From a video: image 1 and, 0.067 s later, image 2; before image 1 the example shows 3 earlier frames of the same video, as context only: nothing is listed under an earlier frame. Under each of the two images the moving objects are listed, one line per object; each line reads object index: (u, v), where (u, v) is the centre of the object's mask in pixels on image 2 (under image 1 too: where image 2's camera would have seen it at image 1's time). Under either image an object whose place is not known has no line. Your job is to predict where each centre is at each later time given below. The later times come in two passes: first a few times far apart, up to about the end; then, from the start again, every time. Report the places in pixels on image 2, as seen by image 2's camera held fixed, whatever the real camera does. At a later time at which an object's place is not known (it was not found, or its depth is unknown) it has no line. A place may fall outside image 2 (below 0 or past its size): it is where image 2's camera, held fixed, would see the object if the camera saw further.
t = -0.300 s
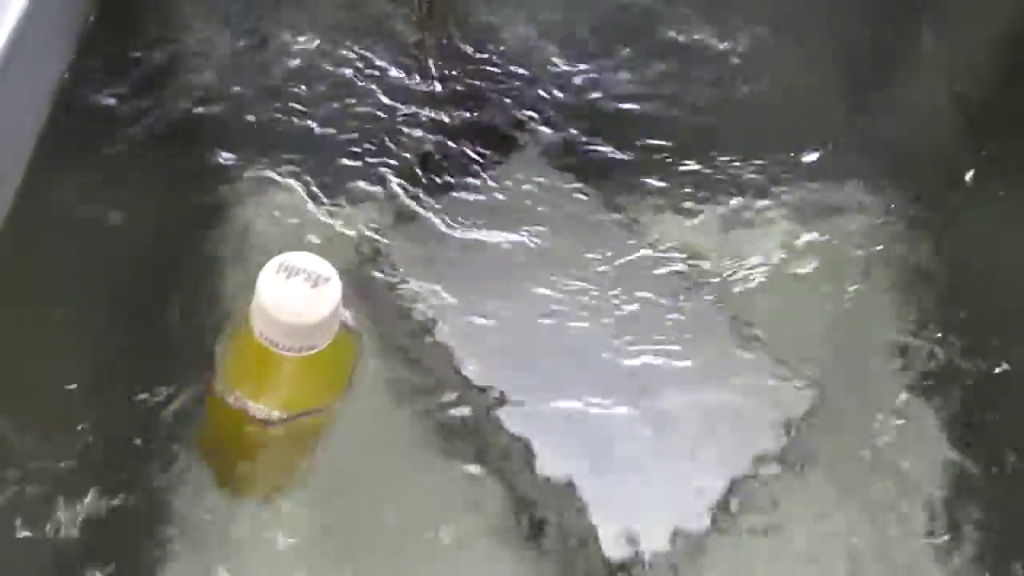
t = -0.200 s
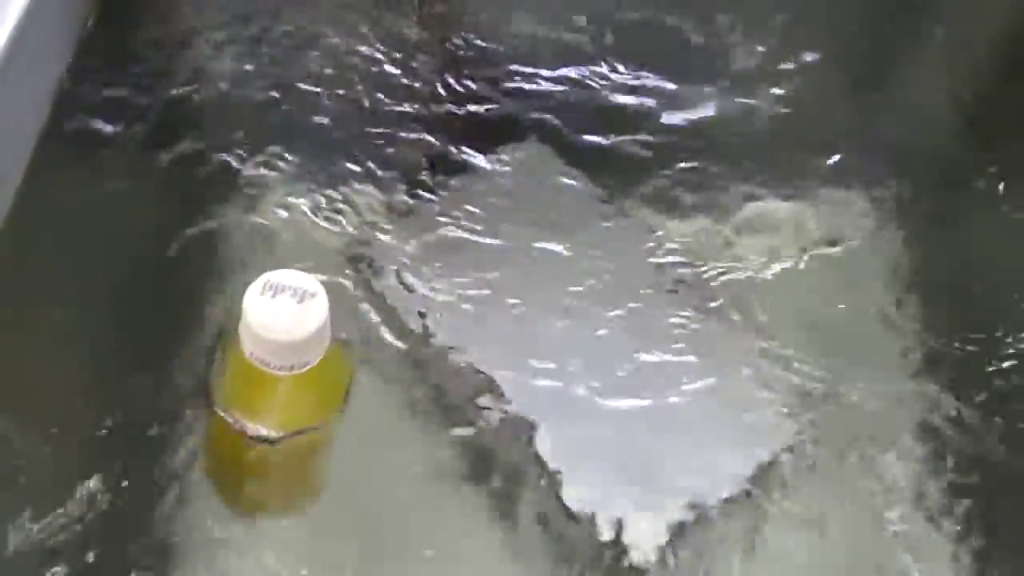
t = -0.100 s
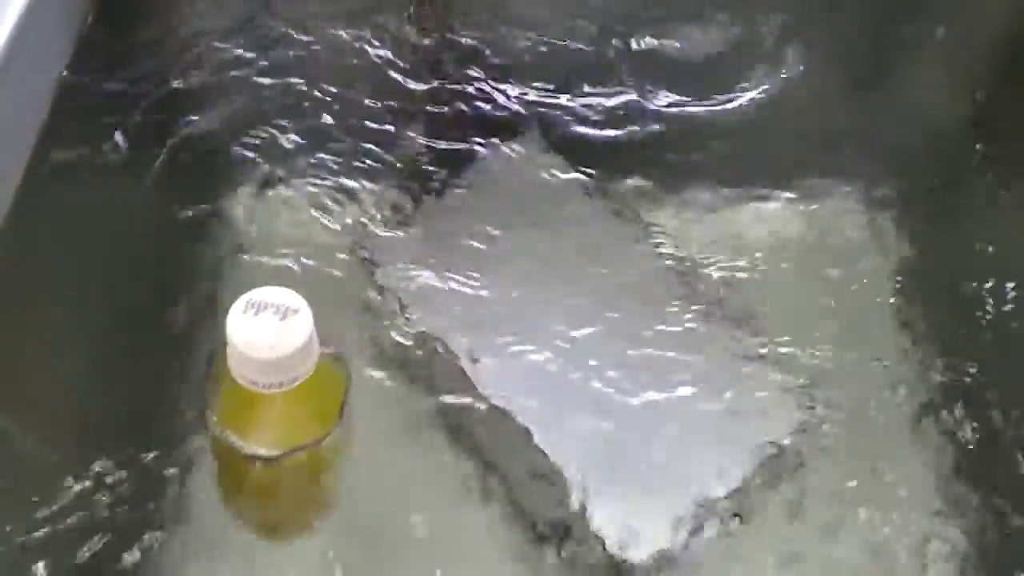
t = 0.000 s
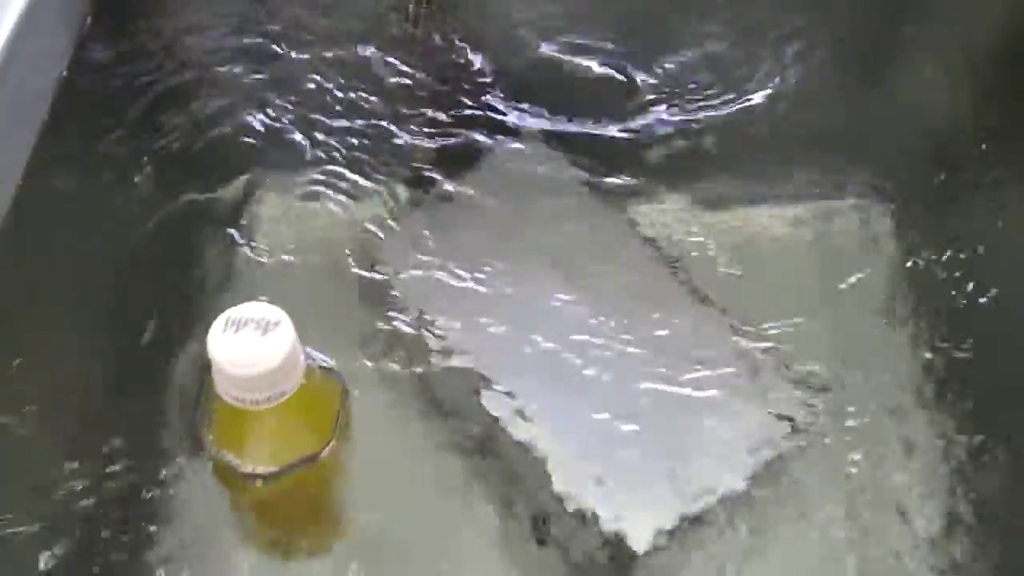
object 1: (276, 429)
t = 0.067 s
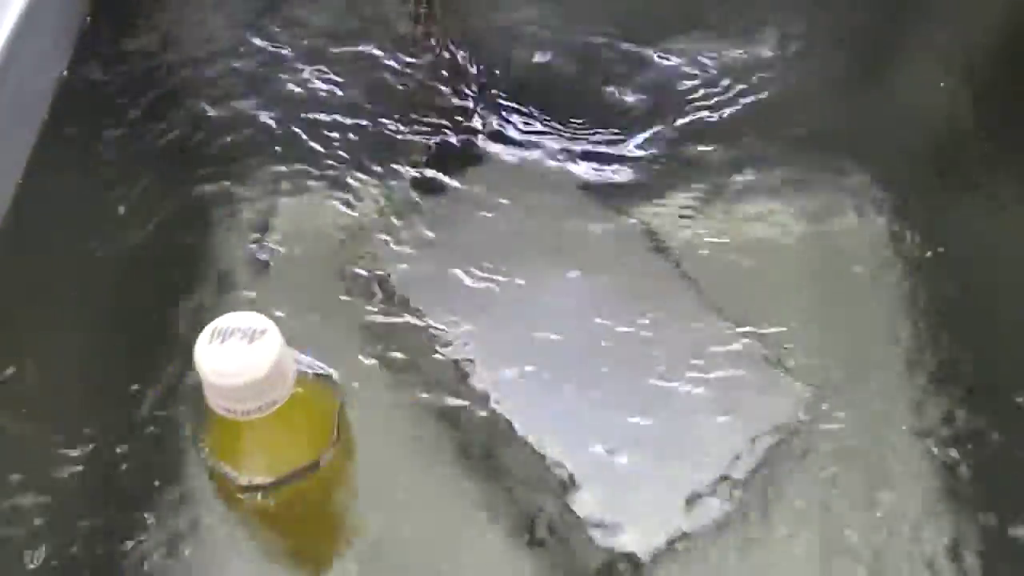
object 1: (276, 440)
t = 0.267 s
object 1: (274, 467)
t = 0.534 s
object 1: (277, 490)
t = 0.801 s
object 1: (302, 507)
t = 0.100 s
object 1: (277, 444)
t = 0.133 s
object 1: (279, 453)
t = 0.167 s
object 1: (276, 456)
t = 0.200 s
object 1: (276, 459)
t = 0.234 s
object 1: (275, 465)
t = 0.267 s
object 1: (274, 467)
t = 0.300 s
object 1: (275, 470)
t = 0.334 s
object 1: (275, 473)
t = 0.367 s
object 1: (276, 476)
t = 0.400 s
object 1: (275, 480)
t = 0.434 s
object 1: (276, 484)
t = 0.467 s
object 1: (275, 485)
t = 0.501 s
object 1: (278, 487)
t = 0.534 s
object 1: (277, 490)
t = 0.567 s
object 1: (278, 492)
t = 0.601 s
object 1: (282, 494)
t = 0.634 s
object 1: (285, 498)
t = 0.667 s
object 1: (287, 499)
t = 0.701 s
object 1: (287, 501)
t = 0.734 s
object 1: (292, 503)
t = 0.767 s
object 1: (295, 505)
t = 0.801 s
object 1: (302, 507)
